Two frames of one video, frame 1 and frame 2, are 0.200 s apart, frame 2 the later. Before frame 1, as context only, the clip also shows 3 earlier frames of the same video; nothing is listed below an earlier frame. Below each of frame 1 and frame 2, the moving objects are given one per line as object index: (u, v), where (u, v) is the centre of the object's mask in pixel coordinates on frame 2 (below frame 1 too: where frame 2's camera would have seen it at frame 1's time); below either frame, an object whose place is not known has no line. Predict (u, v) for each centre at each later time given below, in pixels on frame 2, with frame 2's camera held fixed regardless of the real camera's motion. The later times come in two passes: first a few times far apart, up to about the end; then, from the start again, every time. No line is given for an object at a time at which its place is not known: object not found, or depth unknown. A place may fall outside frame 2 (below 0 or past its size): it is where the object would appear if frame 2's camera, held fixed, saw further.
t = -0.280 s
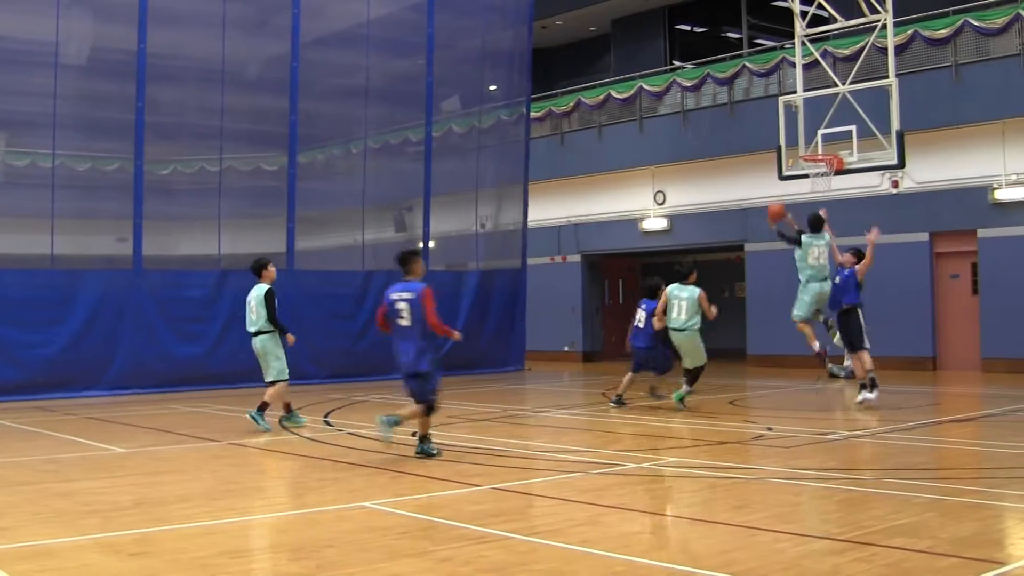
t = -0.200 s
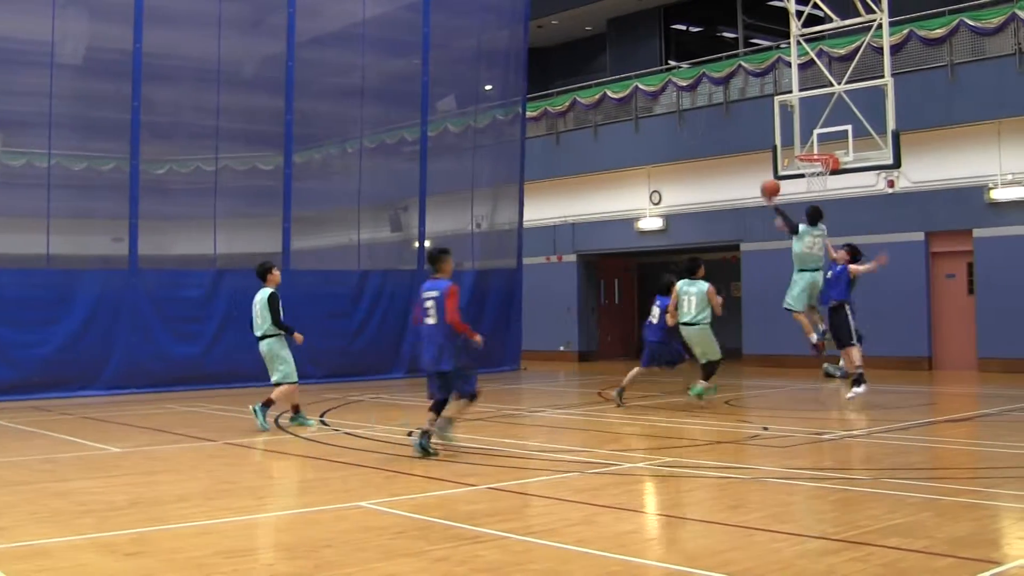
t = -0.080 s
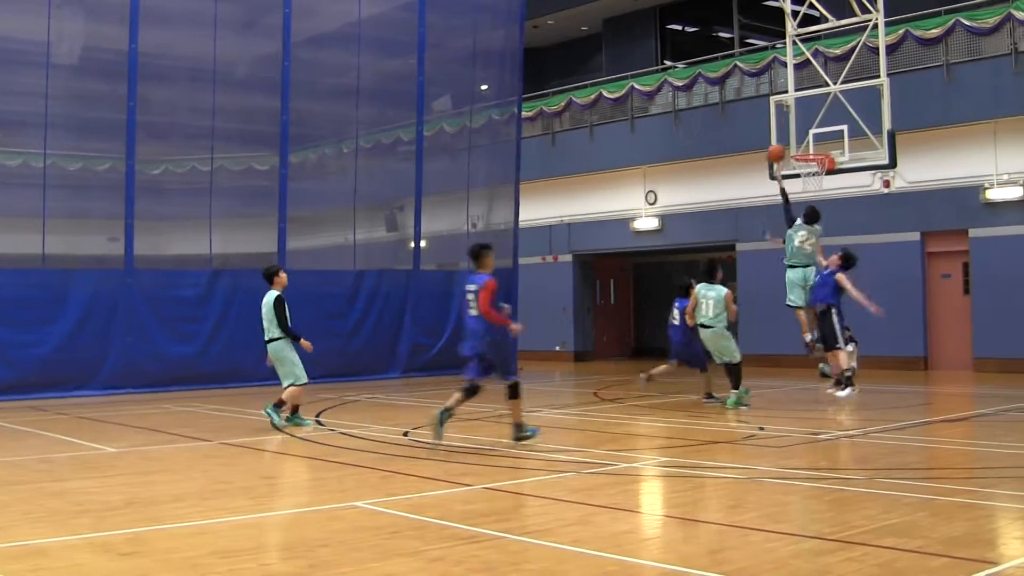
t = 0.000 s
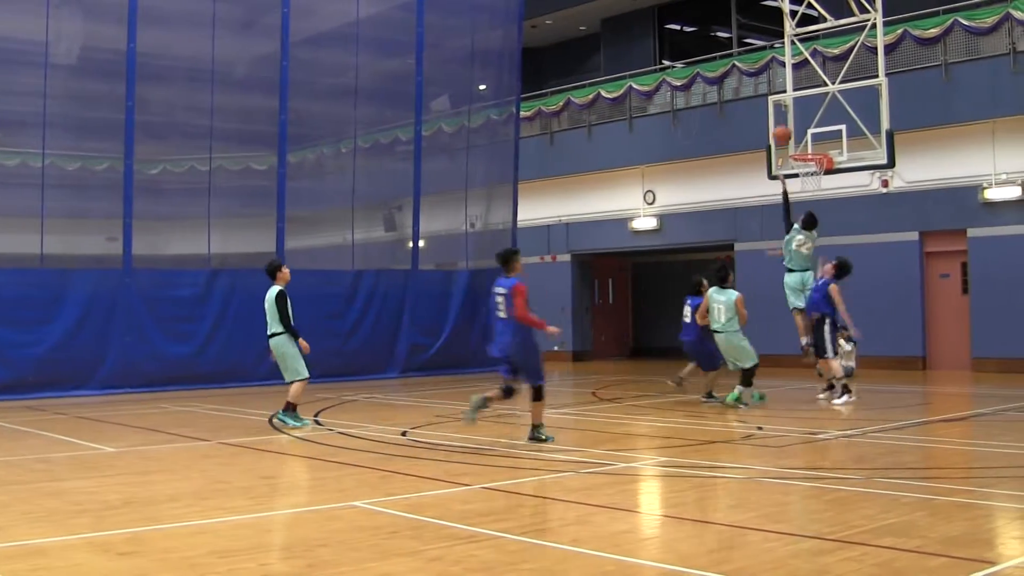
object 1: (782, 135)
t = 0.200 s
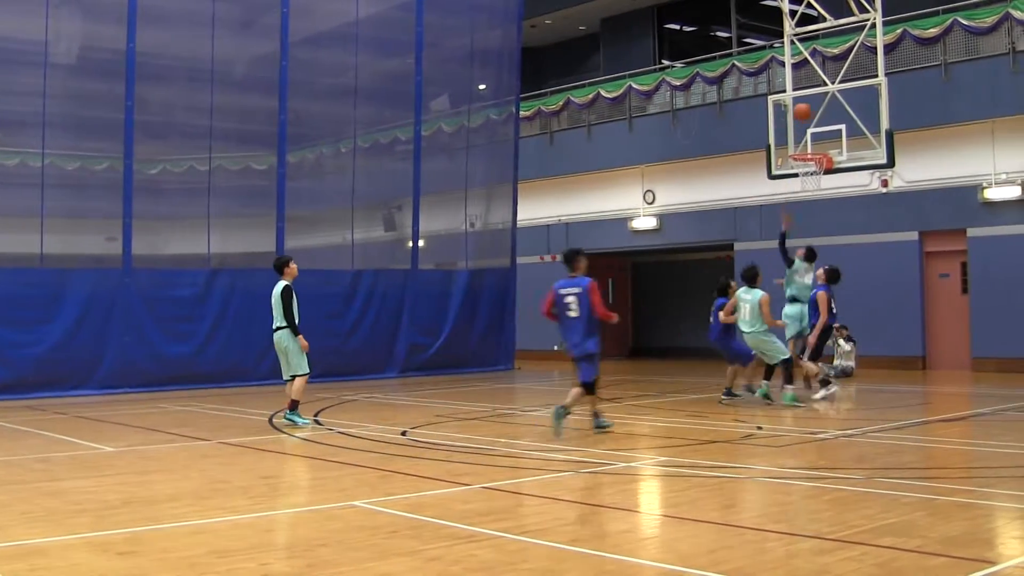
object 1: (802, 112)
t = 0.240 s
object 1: (806, 111)
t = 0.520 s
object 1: (824, 133)
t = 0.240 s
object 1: (806, 111)
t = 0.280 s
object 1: (811, 111)
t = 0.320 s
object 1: (815, 113)
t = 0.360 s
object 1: (819, 115)
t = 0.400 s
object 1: (824, 120)
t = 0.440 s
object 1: (827, 124)
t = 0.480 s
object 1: (825, 127)
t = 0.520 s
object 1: (824, 133)
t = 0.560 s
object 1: (823, 140)
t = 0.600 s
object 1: (822, 146)
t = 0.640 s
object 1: (815, 146)
